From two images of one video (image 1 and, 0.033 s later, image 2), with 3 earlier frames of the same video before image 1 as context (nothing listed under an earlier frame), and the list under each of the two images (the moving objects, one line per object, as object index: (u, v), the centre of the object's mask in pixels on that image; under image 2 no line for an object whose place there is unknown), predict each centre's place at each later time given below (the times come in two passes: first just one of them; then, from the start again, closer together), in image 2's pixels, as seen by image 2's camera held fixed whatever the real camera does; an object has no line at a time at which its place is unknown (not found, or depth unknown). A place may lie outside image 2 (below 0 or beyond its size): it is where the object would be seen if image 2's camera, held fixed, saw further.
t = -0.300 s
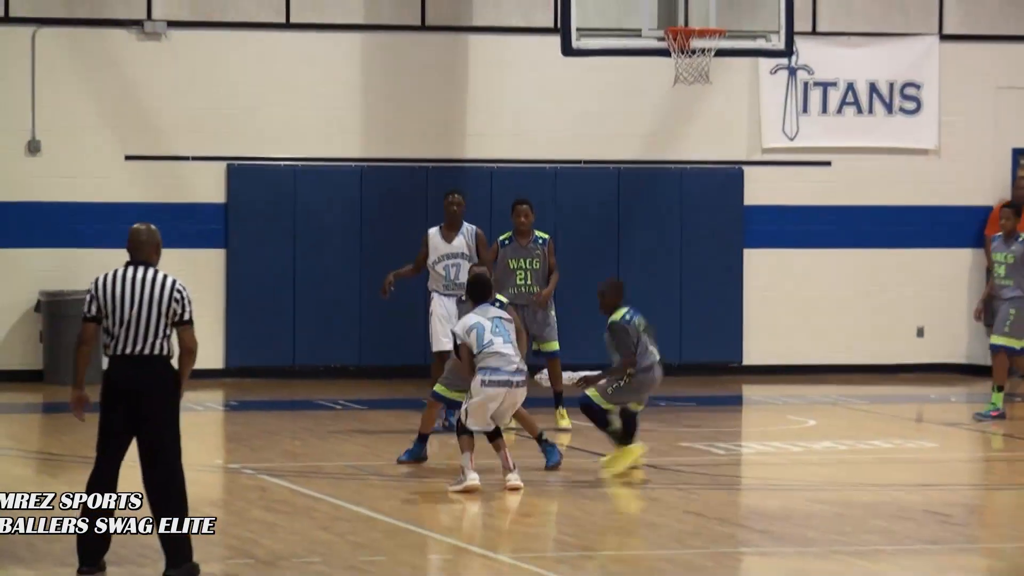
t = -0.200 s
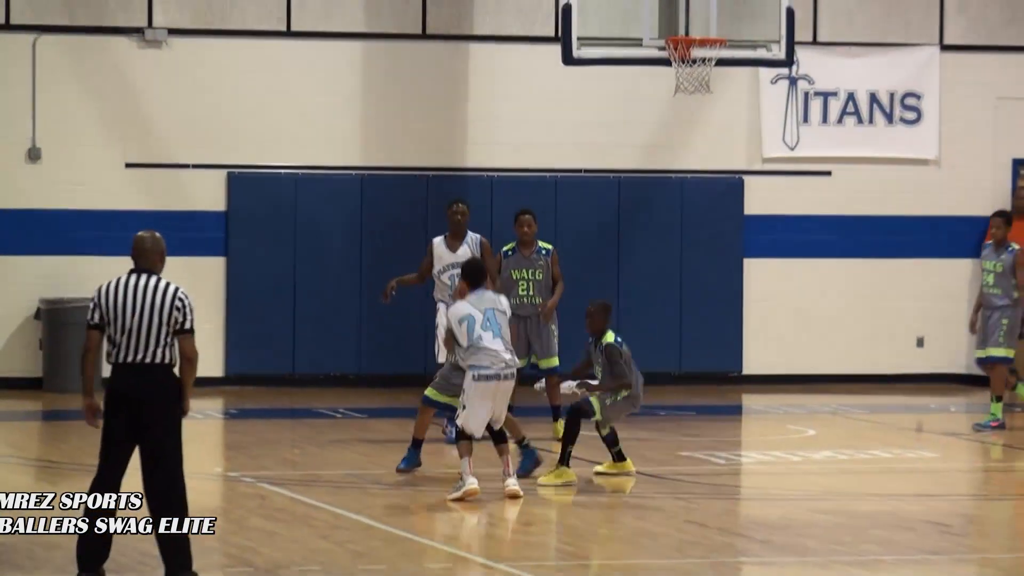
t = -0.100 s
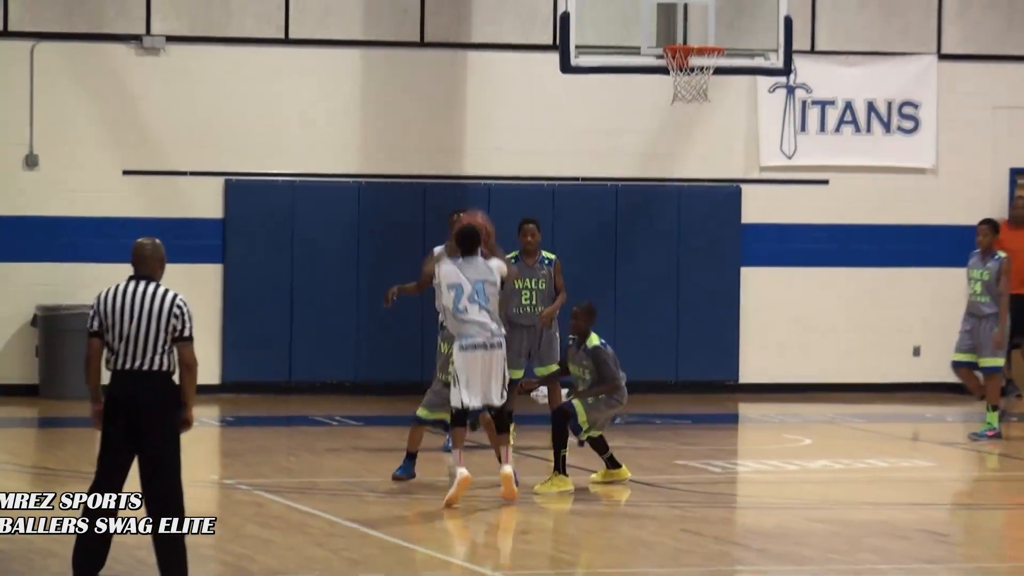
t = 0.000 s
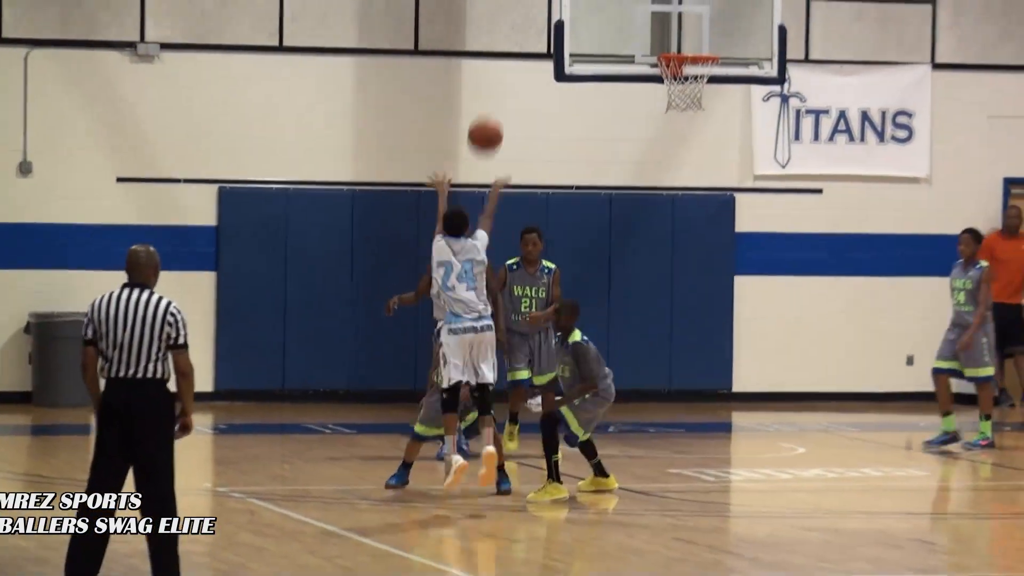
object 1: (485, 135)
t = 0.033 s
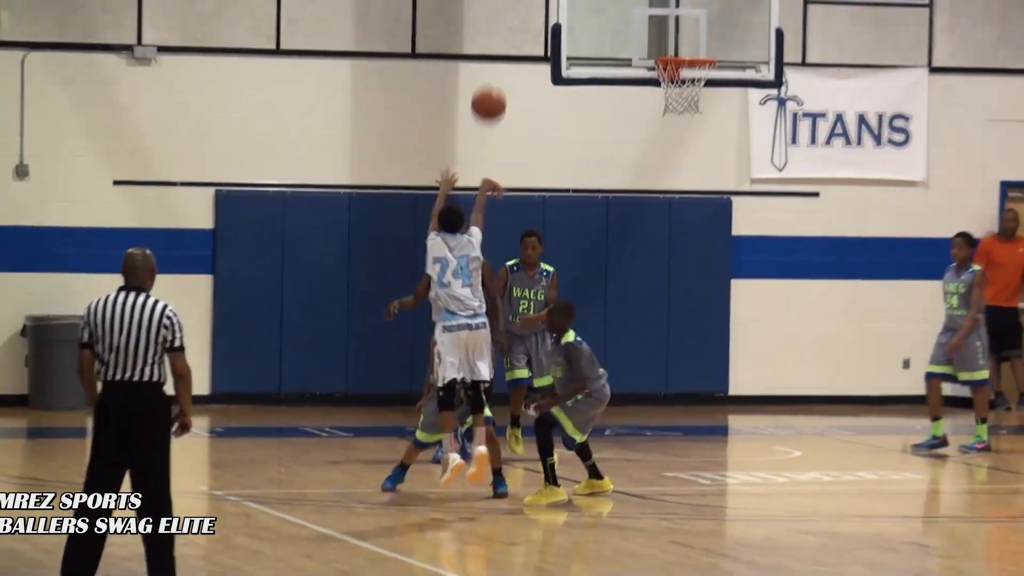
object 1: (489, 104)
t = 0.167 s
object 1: (517, -7)
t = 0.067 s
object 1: (496, 73)
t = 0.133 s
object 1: (509, 14)
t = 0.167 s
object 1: (517, -7)
